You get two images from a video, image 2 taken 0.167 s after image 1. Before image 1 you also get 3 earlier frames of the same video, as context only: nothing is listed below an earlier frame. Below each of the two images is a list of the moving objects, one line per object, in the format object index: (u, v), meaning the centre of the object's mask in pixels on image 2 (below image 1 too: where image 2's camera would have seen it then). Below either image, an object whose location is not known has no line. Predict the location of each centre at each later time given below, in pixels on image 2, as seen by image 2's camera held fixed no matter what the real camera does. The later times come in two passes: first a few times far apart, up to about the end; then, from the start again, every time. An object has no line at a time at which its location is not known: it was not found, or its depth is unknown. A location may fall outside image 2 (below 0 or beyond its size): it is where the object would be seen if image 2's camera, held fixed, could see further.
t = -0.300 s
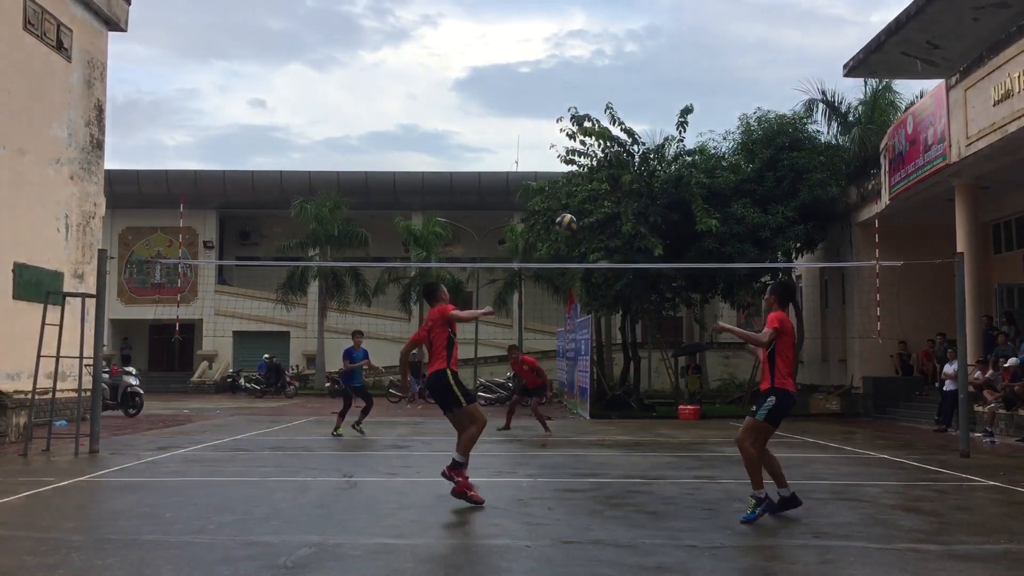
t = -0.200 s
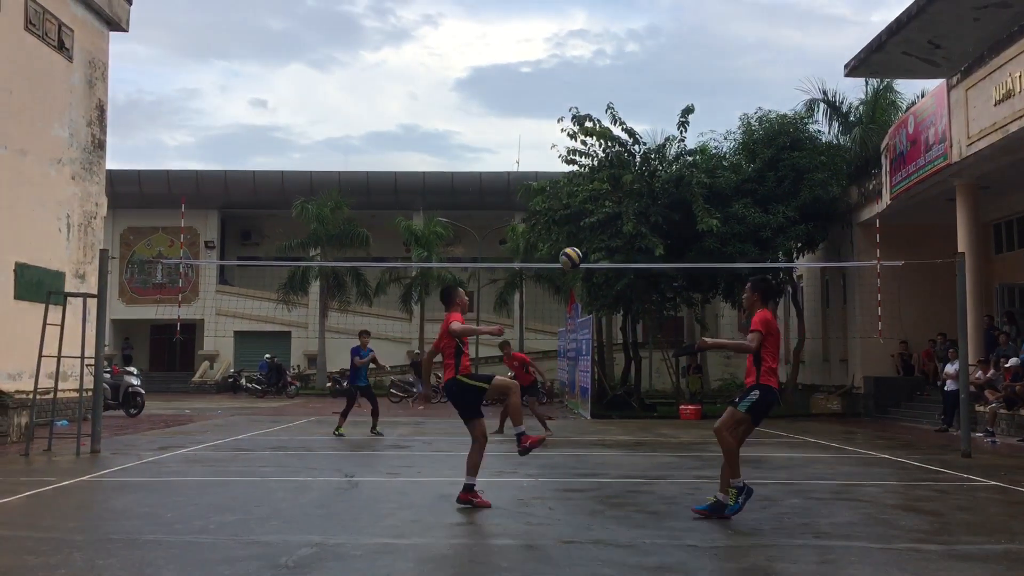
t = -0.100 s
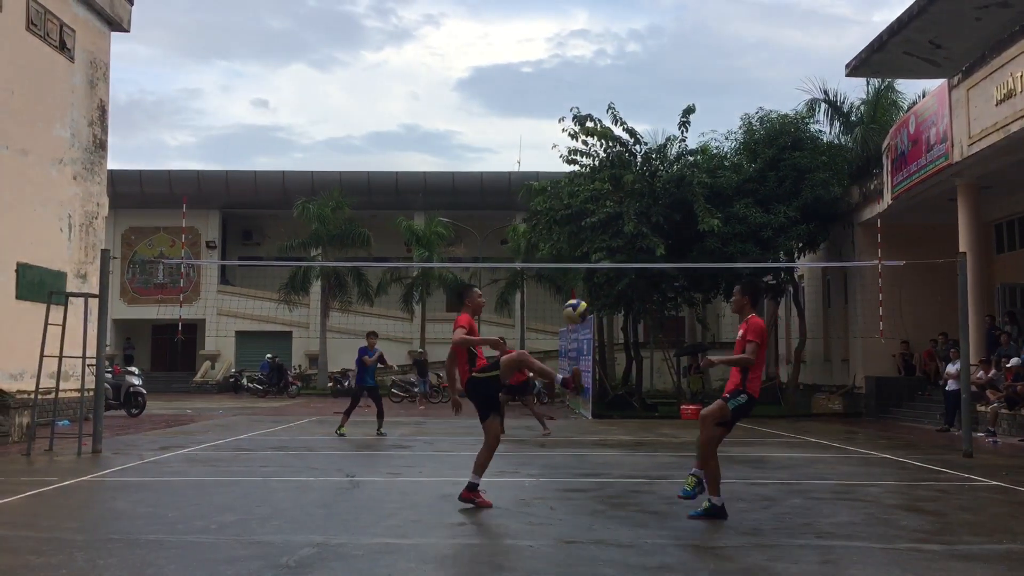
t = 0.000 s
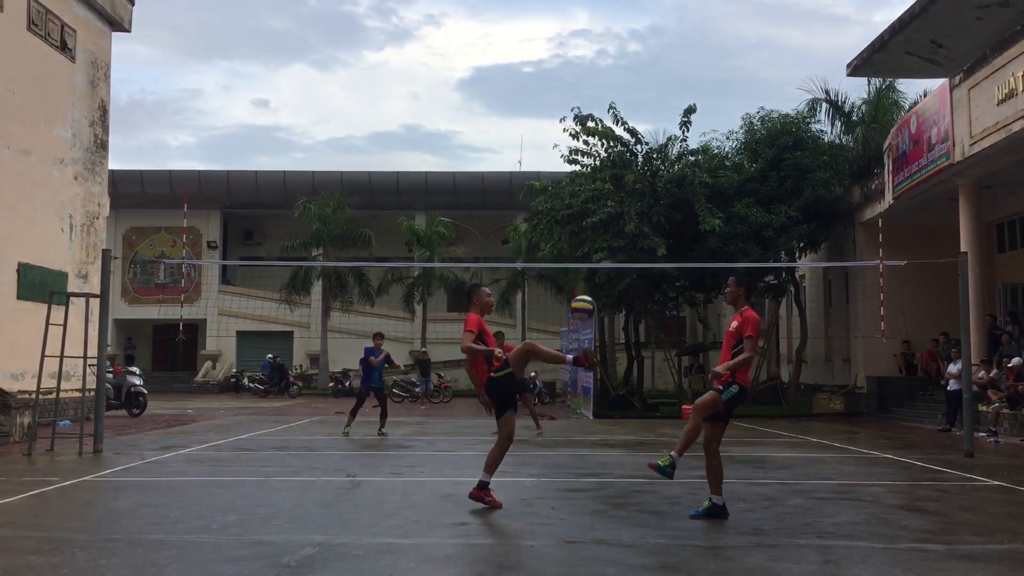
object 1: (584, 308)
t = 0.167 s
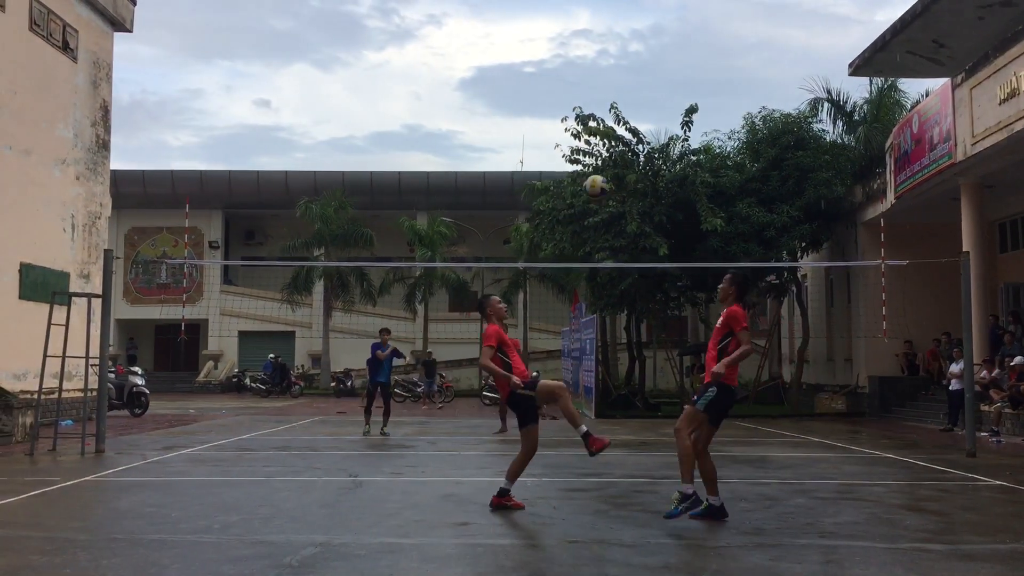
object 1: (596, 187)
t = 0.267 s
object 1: (602, 135)
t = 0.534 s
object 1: (618, 59)
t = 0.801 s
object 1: (633, 63)
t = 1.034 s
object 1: (645, 124)
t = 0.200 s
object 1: (598, 168)
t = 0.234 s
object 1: (599, 150)
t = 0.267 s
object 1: (602, 135)
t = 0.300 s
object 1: (604, 121)
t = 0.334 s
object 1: (606, 108)
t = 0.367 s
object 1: (608, 97)
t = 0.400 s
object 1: (610, 86)
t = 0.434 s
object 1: (612, 78)
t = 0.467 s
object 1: (614, 70)
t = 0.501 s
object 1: (616, 64)
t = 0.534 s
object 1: (618, 59)
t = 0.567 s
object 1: (620, 56)
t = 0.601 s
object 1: (622, 53)
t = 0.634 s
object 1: (624, 52)
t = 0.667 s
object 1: (626, 52)
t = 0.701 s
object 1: (627, 53)
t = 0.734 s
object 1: (629, 55)
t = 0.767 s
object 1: (631, 58)
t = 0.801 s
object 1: (633, 63)
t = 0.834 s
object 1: (634, 68)
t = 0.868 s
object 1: (636, 75)
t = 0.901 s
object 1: (638, 83)
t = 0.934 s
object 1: (640, 92)
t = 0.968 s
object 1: (641, 102)
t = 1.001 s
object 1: (643, 112)
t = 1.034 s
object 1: (645, 124)
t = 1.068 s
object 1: (647, 136)
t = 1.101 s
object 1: (647, 149)
